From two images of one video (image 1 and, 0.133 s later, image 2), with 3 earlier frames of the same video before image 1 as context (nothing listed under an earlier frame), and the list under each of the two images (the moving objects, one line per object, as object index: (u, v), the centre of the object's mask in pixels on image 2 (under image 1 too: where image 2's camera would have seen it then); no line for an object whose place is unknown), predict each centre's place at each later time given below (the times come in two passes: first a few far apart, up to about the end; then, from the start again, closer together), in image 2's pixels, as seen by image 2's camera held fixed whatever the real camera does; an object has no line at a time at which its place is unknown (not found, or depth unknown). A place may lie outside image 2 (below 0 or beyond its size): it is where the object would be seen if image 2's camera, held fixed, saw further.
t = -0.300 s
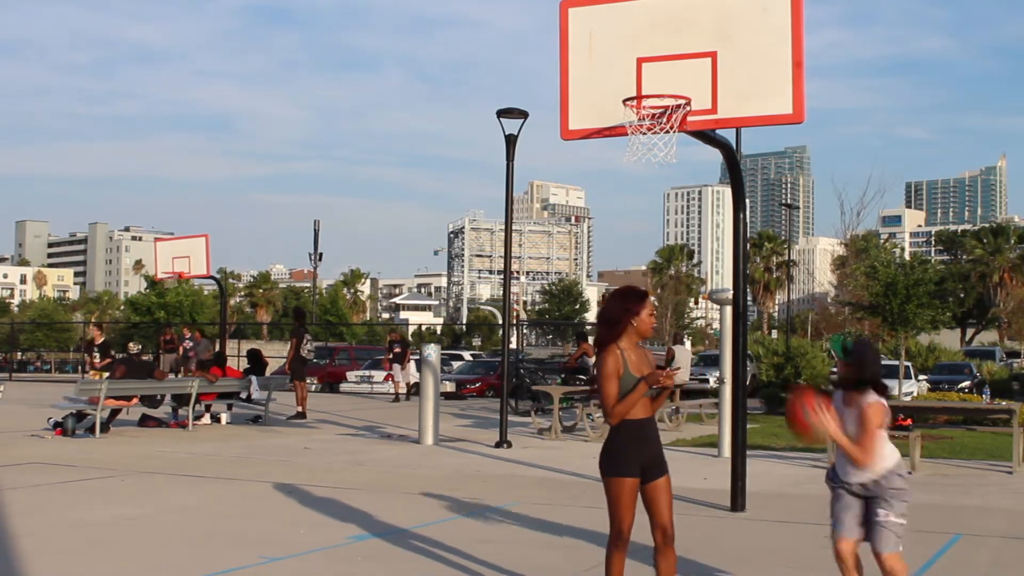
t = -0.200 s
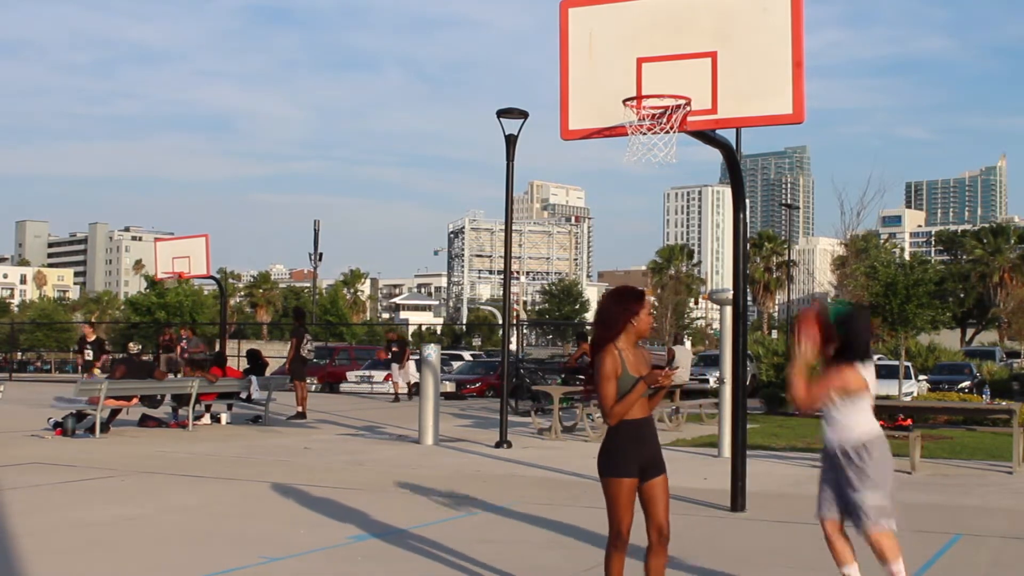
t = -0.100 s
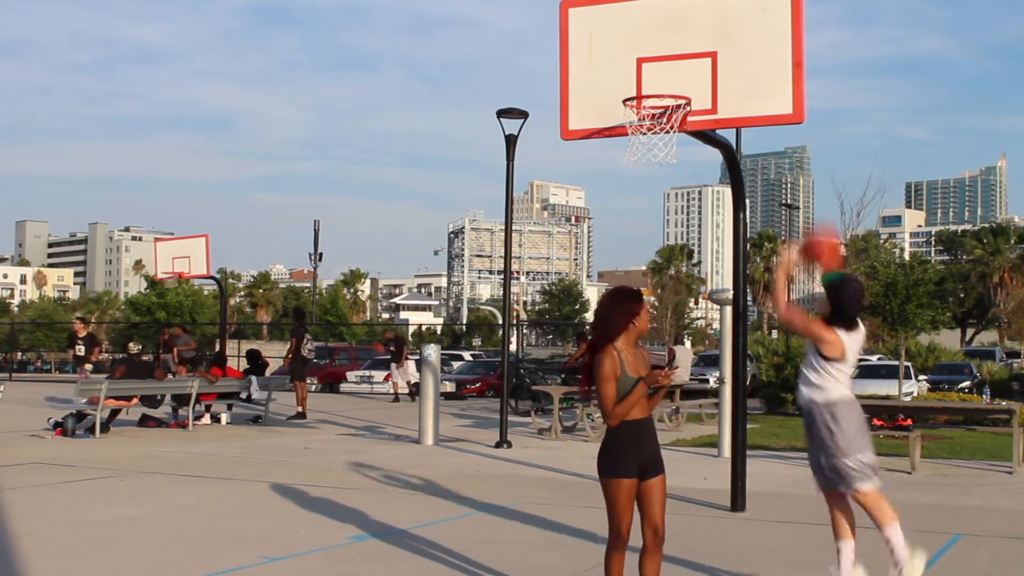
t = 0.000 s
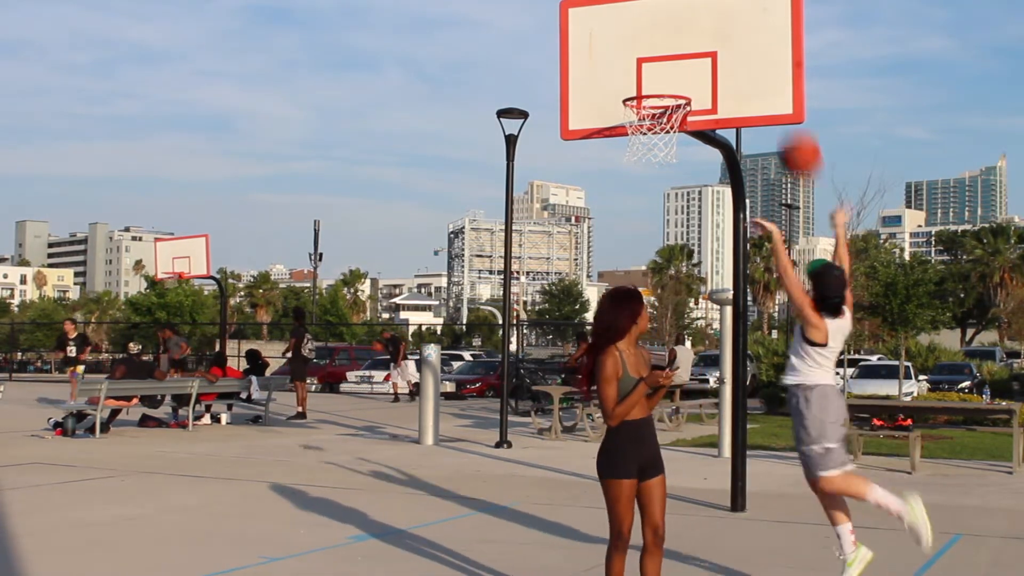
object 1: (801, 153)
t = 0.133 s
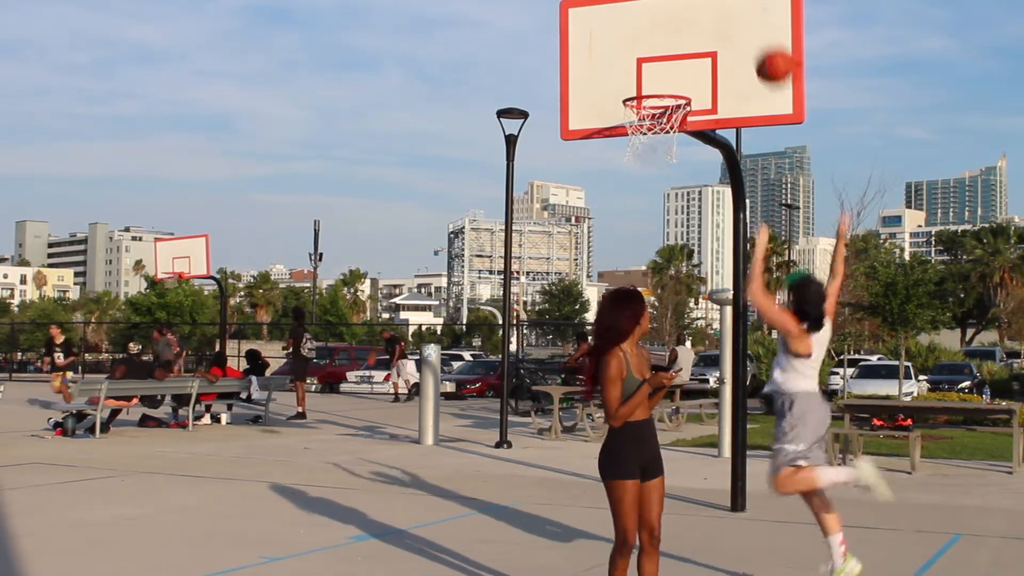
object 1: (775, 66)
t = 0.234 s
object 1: (758, 24)
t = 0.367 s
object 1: (737, 6)
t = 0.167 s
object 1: (769, 49)
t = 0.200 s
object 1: (764, 35)
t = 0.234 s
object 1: (758, 24)
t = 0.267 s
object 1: (753, 15)
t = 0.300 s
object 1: (747, 10)
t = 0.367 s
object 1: (737, 6)
